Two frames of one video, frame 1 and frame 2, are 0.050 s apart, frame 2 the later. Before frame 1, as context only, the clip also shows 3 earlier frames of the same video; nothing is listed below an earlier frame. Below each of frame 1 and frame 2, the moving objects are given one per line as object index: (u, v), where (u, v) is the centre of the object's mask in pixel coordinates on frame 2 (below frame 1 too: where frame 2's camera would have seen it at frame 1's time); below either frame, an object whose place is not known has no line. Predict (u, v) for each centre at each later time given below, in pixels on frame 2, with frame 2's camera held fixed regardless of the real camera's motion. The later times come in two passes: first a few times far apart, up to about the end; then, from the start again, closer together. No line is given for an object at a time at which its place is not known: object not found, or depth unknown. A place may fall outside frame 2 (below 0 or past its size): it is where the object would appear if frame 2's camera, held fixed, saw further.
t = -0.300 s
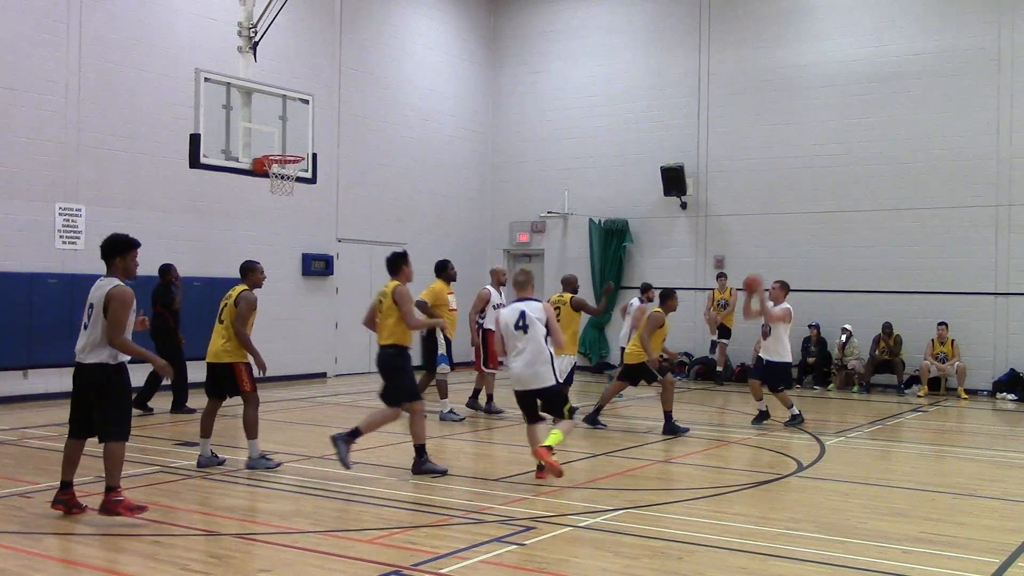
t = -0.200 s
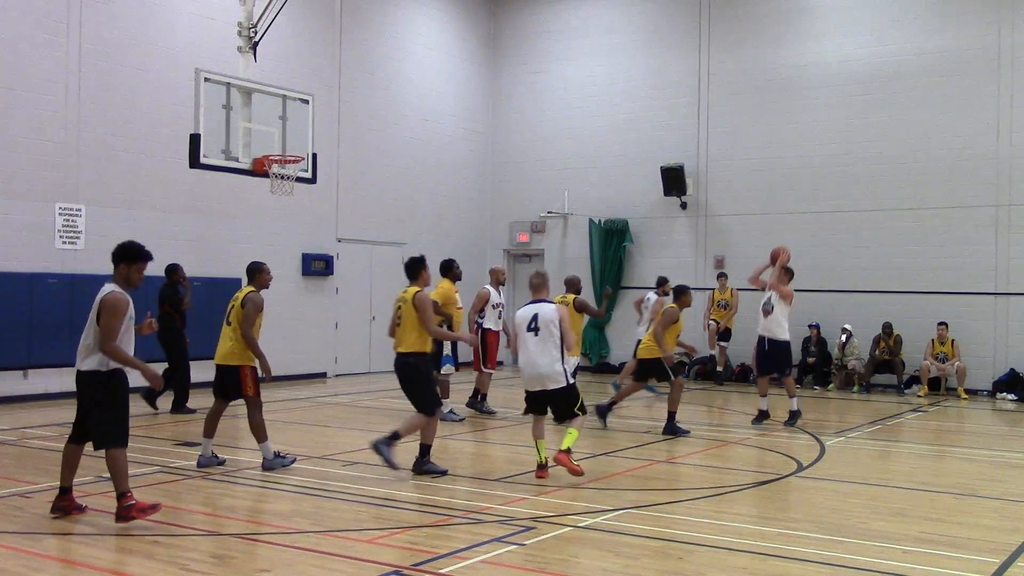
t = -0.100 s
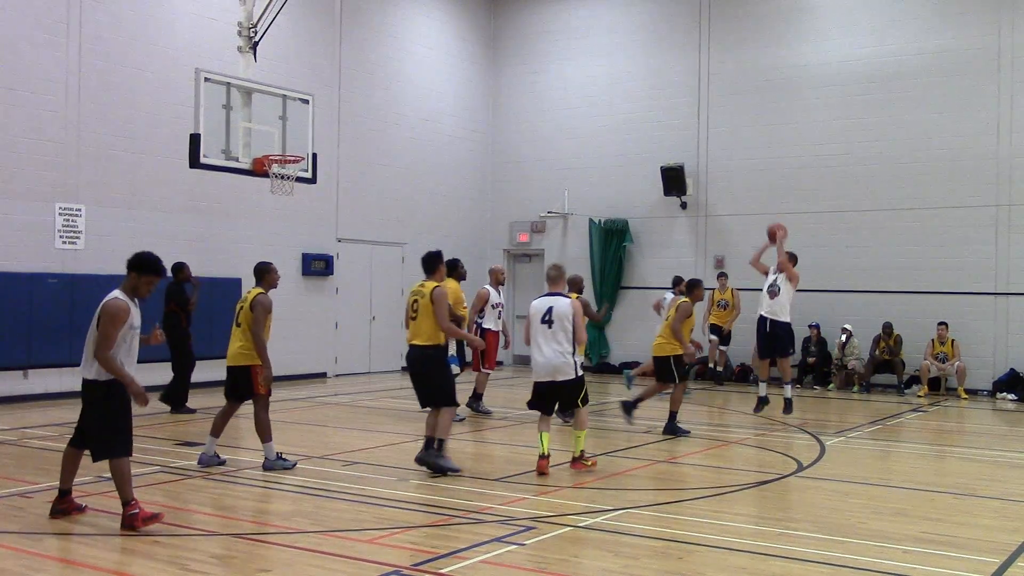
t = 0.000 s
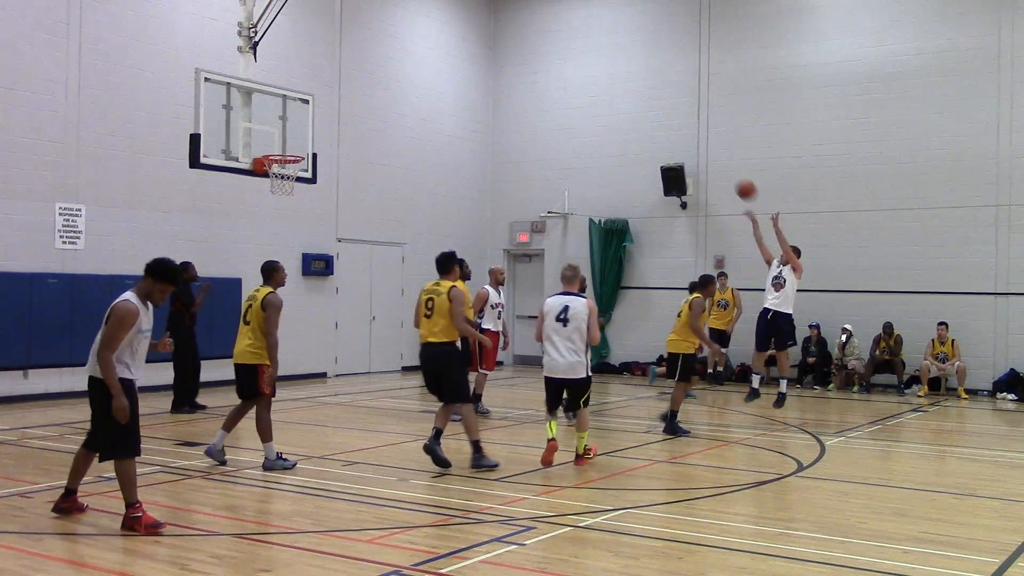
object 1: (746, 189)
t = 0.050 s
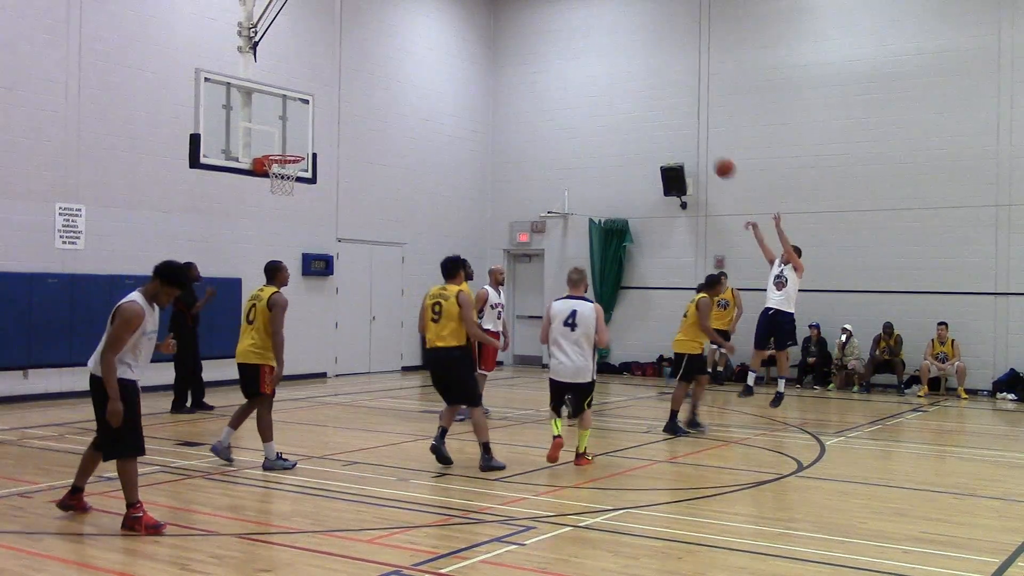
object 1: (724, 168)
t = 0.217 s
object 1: (652, 111)
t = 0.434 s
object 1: (558, 70)
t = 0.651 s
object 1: (466, 68)
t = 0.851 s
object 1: (379, 100)
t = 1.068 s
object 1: (302, 163)
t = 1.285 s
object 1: (356, 165)
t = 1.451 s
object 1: (408, 182)
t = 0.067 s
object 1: (717, 161)
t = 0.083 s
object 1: (710, 154)
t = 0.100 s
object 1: (703, 148)
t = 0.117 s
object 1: (696, 143)
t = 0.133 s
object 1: (688, 137)
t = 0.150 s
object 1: (681, 131)
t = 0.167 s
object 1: (674, 126)
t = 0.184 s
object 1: (667, 121)
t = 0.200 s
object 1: (660, 115)
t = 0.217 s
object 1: (652, 111)
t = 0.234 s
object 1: (645, 107)
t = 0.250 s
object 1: (638, 102)
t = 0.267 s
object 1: (630, 98)
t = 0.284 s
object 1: (624, 94)
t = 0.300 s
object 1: (616, 91)
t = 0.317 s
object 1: (609, 87)
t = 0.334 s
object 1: (602, 84)
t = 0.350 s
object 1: (595, 82)
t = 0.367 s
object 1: (588, 79)
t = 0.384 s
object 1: (580, 77)
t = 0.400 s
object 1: (573, 74)
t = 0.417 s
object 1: (565, 72)
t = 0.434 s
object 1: (558, 70)
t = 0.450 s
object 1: (551, 69)
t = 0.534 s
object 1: (515, 65)
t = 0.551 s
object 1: (508, 65)
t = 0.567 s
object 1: (501, 65)
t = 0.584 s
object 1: (494, 65)
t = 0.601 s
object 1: (487, 65)
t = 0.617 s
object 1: (480, 66)
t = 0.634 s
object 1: (472, 67)
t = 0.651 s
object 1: (466, 68)
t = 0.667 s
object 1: (458, 70)
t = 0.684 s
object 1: (451, 71)
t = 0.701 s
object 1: (443, 73)
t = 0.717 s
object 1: (437, 75)
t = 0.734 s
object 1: (428, 78)
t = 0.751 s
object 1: (422, 80)
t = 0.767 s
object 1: (414, 83)
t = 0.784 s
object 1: (407, 86)
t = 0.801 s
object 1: (401, 89)
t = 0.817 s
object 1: (393, 92)
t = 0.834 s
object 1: (386, 96)
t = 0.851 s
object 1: (379, 100)
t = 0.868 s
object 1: (372, 104)
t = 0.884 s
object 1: (365, 108)
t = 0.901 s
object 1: (357, 113)
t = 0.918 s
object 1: (351, 117)
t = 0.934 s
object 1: (343, 123)
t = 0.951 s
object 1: (336, 128)
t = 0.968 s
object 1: (329, 133)
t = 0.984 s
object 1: (322, 139)
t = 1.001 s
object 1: (315, 144)
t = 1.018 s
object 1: (308, 150)
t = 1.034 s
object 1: (301, 156)
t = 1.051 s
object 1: (300, 160)
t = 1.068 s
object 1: (302, 163)
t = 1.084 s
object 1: (301, 167)
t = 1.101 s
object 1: (302, 169)
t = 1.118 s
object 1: (304, 171)
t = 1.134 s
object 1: (308, 170)
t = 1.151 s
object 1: (313, 167)
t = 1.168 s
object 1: (319, 166)
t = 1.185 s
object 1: (324, 165)
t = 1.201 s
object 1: (330, 165)
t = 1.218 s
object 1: (335, 164)
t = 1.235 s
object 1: (340, 164)
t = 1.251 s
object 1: (345, 164)
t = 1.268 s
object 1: (351, 165)
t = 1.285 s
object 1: (356, 165)
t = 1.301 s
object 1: (361, 166)
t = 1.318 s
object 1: (367, 167)
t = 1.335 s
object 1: (372, 168)
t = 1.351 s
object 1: (377, 170)
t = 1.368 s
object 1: (382, 171)
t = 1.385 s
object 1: (387, 173)
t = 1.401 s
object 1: (392, 175)
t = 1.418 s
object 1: (398, 177)
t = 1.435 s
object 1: (402, 180)
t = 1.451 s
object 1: (408, 182)
